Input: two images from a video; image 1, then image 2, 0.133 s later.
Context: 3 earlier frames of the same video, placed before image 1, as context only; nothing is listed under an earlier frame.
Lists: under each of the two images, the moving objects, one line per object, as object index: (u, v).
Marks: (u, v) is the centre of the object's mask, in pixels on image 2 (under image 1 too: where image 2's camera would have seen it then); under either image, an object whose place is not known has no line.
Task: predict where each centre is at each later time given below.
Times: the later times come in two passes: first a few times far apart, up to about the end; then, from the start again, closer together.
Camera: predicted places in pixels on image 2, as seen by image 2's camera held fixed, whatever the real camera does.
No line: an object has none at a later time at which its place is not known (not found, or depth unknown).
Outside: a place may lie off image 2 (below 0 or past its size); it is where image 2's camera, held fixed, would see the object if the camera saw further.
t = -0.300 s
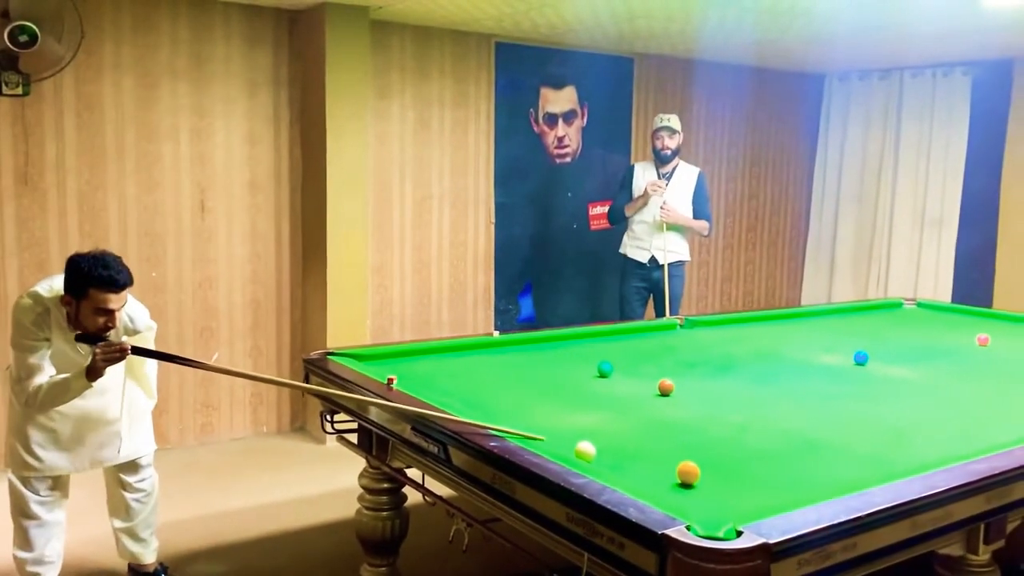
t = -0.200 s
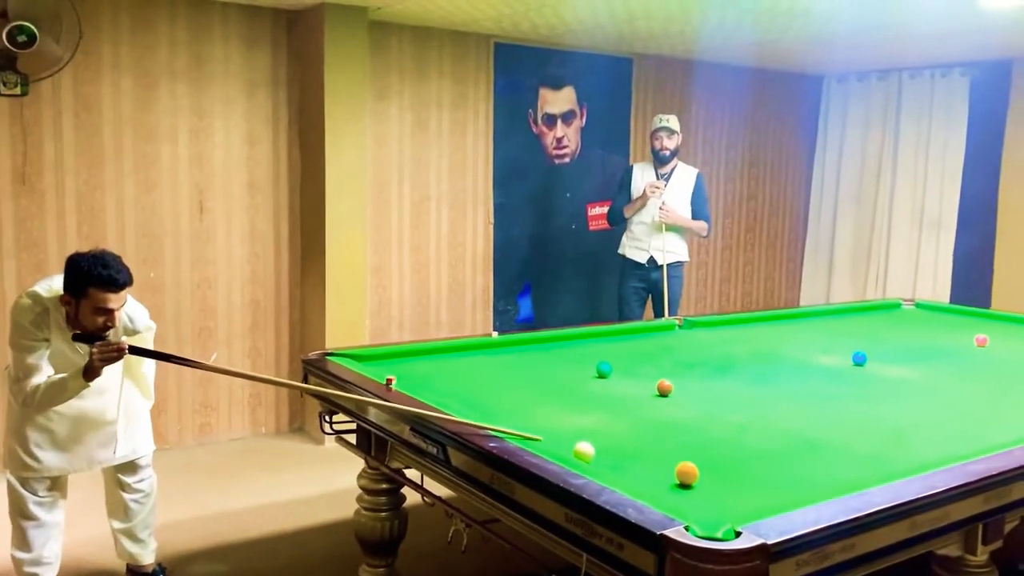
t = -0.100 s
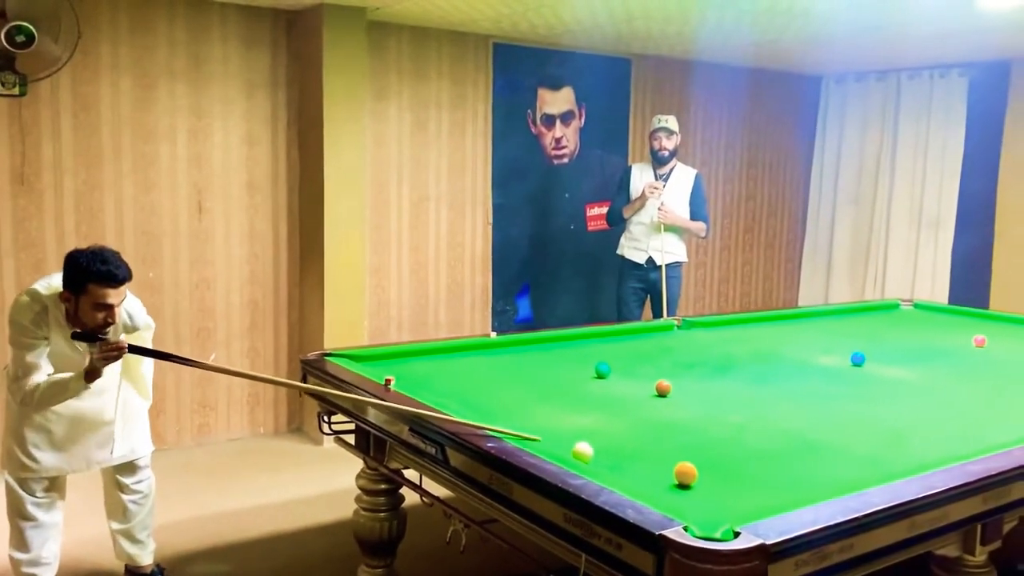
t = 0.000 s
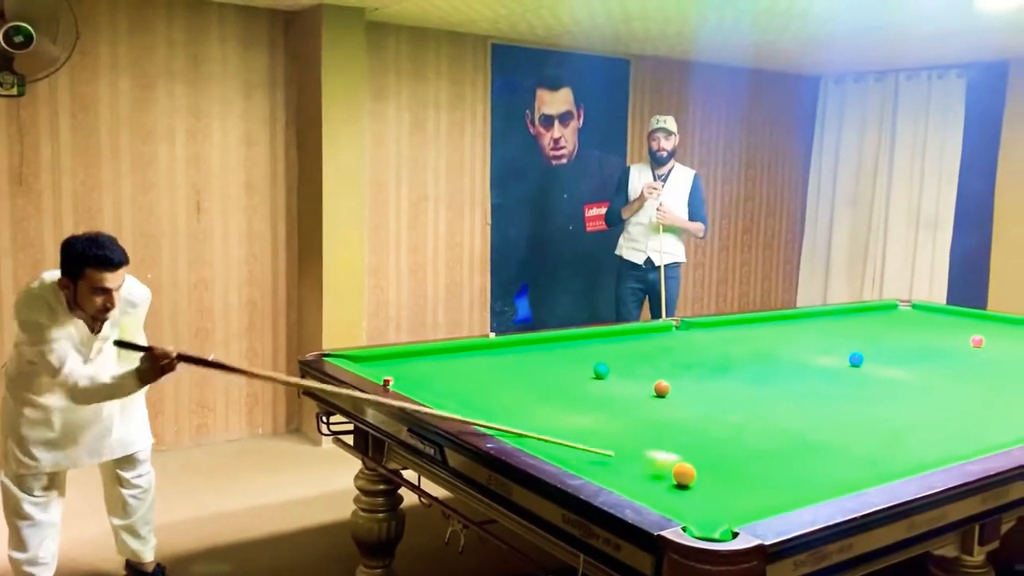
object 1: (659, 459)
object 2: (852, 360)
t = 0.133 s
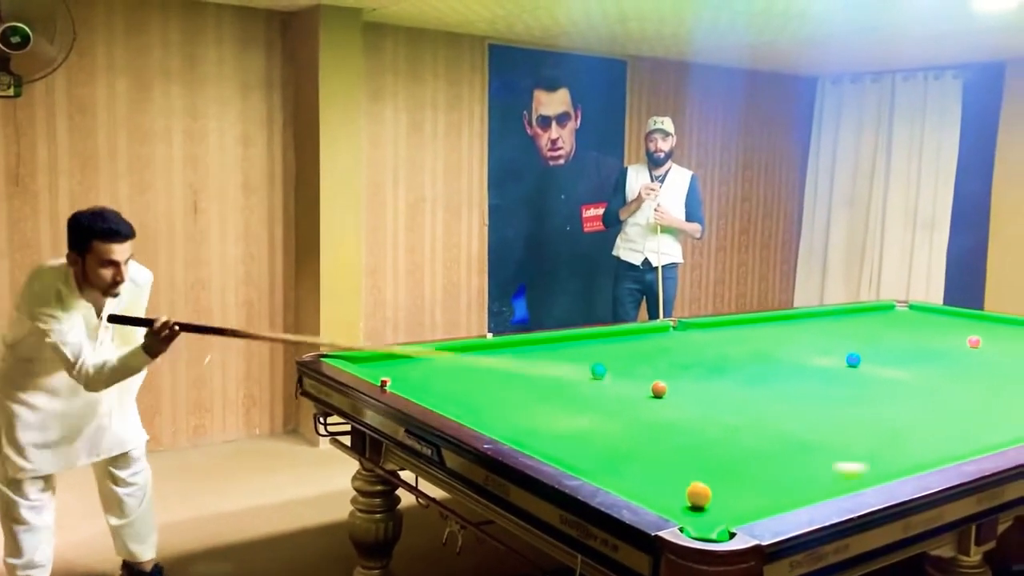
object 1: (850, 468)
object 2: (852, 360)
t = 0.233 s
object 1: (864, 449)
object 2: (852, 360)
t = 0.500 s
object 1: (863, 397)
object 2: (852, 359)
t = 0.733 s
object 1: (863, 367)
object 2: (851, 359)
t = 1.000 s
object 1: (910, 352)
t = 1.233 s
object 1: (949, 342)
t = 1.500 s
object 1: (984, 332)
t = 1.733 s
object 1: (1012, 324)
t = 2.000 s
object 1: (978, 321)
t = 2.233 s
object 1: (923, 319)
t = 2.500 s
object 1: (862, 319)
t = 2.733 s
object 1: (811, 318)
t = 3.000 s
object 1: (774, 318)
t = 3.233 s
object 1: (768, 324)
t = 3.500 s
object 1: (761, 330)
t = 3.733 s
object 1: (756, 335)
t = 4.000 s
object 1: (749, 340)
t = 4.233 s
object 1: (742, 345)
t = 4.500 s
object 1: (734, 352)
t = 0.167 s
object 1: (869, 464)
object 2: (852, 360)
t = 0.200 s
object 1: (866, 458)
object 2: (852, 360)
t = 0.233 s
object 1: (864, 449)
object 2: (852, 360)
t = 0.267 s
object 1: (863, 441)
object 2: (852, 360)
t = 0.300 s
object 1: (863, 433)
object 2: (852, 360)
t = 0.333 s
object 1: (863, 426)
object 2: (852, 360)
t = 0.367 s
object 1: (863, 420)
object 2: (852, 359)
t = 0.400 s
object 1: (863, 414)
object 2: (852, 359)
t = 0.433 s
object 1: (863, 408)
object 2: (852, 359)
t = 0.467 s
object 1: (863, 402)
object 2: (852, 359)
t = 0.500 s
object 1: (863, 397)
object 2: (852, 359)
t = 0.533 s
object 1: (863, 392)
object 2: (852, 359)
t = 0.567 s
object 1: (863, 387)
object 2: (852, 359)
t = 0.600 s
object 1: (863, 383)
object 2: (852, 359)
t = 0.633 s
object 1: (863, 379)
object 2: (852, 359)
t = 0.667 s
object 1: (863, 375)
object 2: (852, 359)
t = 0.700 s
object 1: (862, 371)
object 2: (852, 359)
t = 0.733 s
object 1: (863, 367)
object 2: (851, 359)
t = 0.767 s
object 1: (863, 363)
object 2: (850, 359)
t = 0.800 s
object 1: (870, 362)
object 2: (844, 357)
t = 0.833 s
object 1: (879, 360)
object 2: (836, 356)
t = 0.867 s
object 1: (885, 359)
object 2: (829, 354)
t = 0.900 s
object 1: (892, 357)
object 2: (822, 352)
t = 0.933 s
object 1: (899, 355)
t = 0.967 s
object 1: (905, 354)
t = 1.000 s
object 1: (910, 352)
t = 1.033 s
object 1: (916, 351)
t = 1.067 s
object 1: (922, 349)
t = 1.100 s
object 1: (928, 348)
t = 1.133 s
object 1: (934, 346)
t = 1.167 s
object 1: (939, 344)
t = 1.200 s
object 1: (944, 343)
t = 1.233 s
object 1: (949, 342)
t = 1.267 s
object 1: (953, 341)
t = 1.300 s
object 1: (958, 340)
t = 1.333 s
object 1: (962, 337)
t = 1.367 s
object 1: (967, 335)
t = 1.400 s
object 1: (973, 333)
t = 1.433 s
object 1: (977, 333)
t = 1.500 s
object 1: (984, 332)
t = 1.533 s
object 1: (988, 331)
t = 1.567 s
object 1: (992, 330)
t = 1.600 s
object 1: (996, 329)
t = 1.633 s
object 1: (1000, 328)
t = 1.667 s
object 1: (1005, 327)
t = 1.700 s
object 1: (1008, 326)
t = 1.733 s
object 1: (1012, 324)
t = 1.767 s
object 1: (1016, 324)
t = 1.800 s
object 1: (1020, 323)
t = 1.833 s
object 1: (1020, 322)
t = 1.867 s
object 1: (1011, 321)
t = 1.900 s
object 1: (1002, 321)
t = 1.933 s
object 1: (994, 321)
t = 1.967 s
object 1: (986, 321)
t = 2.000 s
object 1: (978, 321)
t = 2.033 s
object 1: (970, 321)
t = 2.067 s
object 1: (962, 321)
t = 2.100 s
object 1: (954, 320)
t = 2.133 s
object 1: (947, 320)
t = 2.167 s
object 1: (939, 320)
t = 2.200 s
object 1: (931, 320)
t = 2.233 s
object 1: (923, 319)
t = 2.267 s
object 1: (915, 319)
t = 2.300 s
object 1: (908, 319)
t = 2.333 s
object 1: (900, 318)
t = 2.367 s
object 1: (892, 319)
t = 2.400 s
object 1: (884, 319)
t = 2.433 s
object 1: (877, 319)
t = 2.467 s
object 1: (870, 319)
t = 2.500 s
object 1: (862, 319)
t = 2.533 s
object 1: (855, 318)
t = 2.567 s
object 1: (848, 318)
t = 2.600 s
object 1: (841, 318)
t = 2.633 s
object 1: (833, 318)
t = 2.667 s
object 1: (826, 318)
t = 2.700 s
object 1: (818, 318)
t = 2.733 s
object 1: (811, 318)
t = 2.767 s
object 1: (804, 317)
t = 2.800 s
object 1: (796, 317)
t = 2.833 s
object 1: (789, 316)
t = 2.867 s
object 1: (782, 317)
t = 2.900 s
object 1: (776, 317)
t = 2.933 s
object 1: (776, 318)
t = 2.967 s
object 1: (775, 318)
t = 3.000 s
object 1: (774, 318)
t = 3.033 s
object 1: (773, 319)
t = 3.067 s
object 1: (773, 320)
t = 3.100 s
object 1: (772, 321)
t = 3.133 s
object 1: (771, 322)
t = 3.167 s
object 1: (770, 323)
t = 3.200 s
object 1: (769, 323)
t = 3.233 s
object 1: (768, 324)
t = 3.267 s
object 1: (767, 325)
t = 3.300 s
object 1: (767, 326)
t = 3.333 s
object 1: (766, 326)
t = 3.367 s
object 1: (765, 327)
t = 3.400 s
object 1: (764, 328)
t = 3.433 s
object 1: (763, 328)
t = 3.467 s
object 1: (762, 329)
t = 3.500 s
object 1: (761, 330)
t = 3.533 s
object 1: (761, 330)
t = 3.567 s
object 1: (760, 331)
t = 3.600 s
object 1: (759, 332)
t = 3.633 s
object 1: (758, 333)
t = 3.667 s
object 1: (757, 333)
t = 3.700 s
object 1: (756, 334)
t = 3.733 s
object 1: (756, 335)
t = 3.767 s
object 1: (755, 335)
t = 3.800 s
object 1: (754, 336)
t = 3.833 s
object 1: (753, 337)
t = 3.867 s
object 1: (752, 338)
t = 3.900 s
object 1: (751, 338)
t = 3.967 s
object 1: (750, 339)
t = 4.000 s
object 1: (749, 340)
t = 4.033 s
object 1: (748, 341)
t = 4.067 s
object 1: (748, 342)
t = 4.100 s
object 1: (747, 342)
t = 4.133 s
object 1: (745, 343)
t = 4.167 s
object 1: (745, 344)
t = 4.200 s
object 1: (743, 344)
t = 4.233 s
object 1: (742, 345)
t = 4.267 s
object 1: (741, 346)
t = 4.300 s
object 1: (741, 347)
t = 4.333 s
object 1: (740, 348)
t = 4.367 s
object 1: (739, 348)
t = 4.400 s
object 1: (737, 349)
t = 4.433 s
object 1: (736, 350)
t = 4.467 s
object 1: (735, 351)
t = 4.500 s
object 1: (734, 352)
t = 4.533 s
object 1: (733, 352)
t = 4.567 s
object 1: (732, 353)
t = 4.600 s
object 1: (731, 354)
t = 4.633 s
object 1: (730, 355)
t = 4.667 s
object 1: (729, 355)
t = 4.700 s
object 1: (727, 356)
